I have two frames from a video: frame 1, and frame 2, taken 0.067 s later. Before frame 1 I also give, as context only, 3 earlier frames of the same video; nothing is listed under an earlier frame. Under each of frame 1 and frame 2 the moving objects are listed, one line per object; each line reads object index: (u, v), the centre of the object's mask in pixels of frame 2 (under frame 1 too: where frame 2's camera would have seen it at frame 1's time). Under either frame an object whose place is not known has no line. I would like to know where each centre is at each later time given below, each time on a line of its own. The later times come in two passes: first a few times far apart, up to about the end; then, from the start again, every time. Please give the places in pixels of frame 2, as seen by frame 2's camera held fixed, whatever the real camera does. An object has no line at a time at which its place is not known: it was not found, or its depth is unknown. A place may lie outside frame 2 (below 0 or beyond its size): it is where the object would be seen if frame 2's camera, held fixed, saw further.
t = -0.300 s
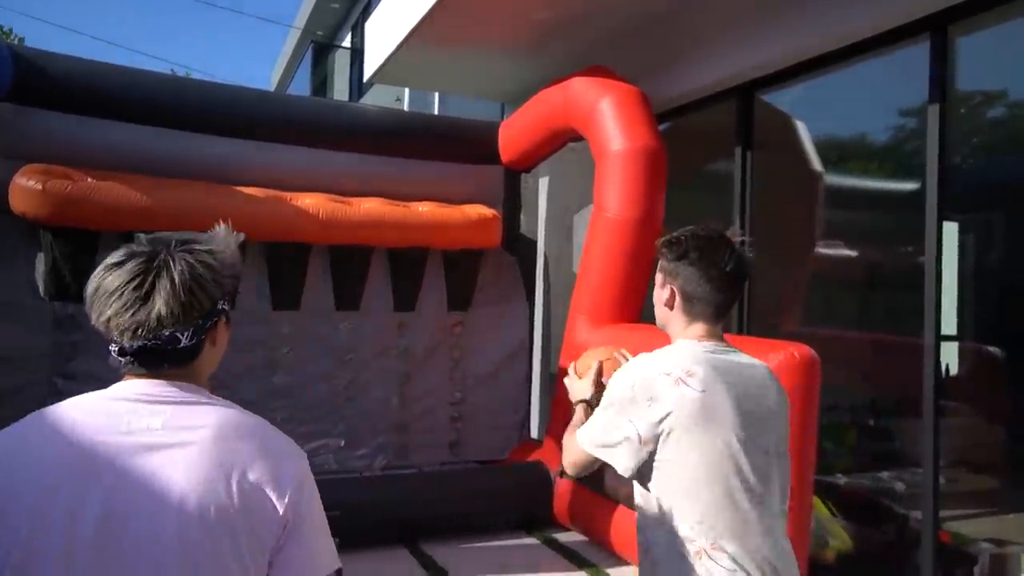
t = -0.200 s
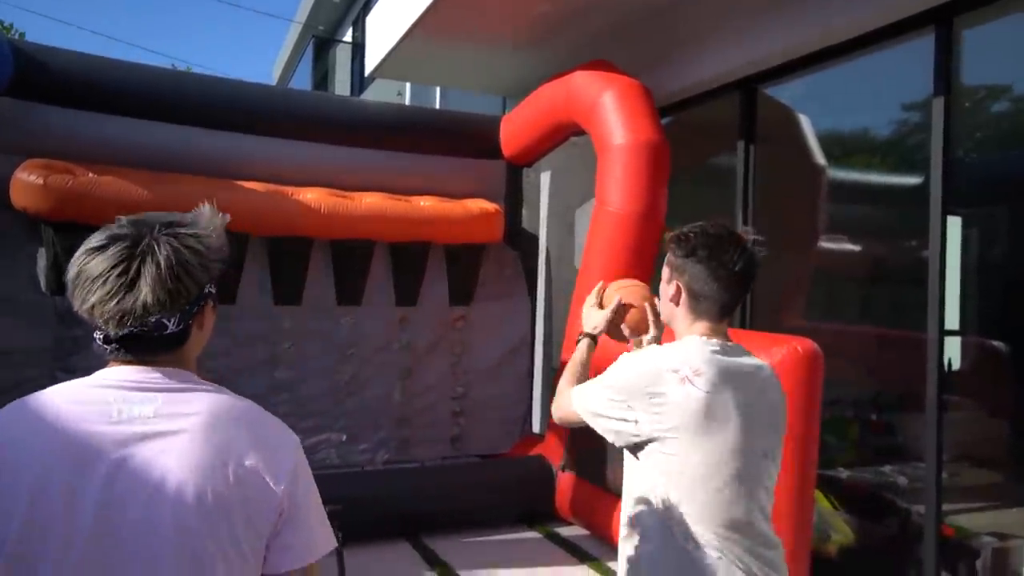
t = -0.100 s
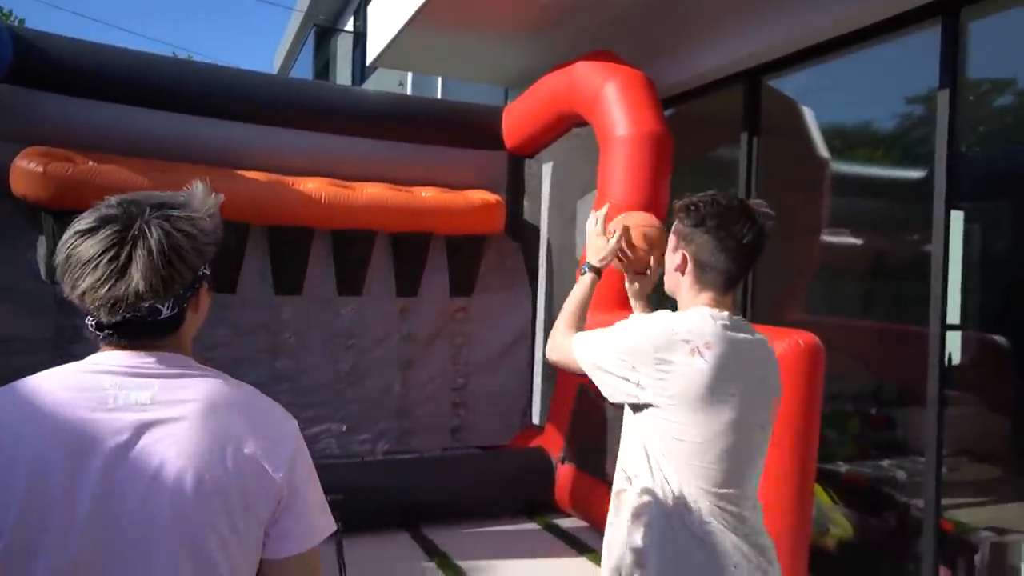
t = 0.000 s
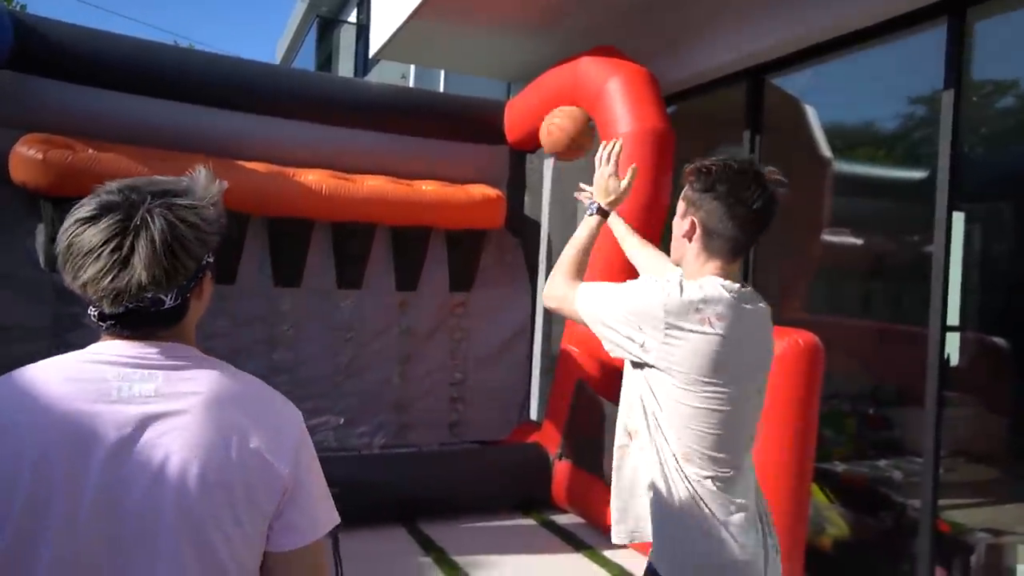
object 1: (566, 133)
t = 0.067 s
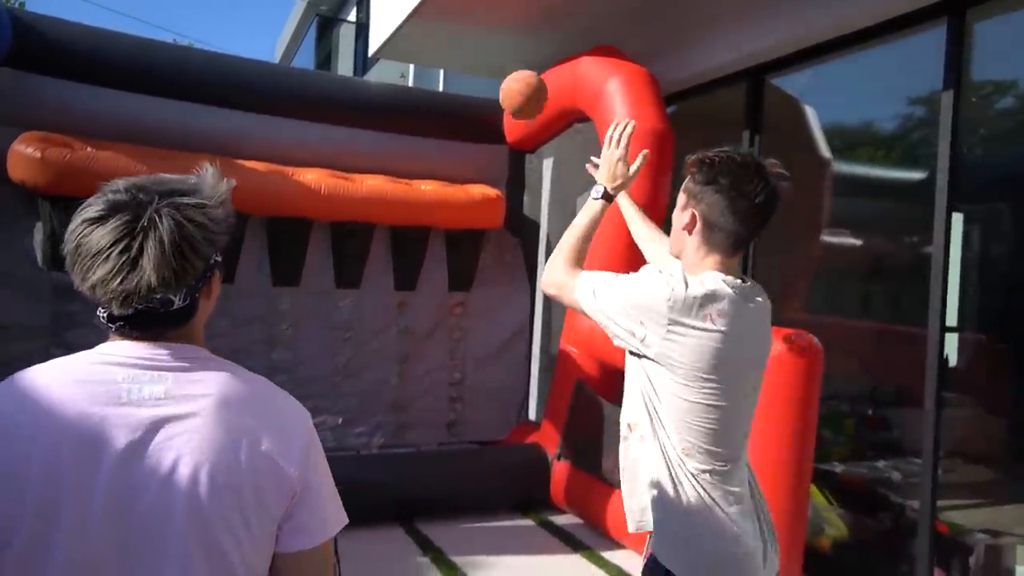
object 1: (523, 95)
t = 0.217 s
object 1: (454, 71)
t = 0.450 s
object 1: (388, 118)
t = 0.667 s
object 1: (352, 173)
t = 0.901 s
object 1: (359, 150)
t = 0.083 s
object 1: (514, 88)
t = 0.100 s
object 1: (504, 83)
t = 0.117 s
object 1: (497, 79)
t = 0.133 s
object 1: (489, 76)
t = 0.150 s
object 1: (481, 74)
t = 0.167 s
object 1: (474, 72)
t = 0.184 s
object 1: (467, 71)
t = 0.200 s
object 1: (460, 71)
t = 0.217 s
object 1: (454, 71)
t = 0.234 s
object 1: (448, 72)
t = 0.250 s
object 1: (442, 74)
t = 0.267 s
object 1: (435, 75)
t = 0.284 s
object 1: (431, 77)
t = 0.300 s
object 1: (426, 80)
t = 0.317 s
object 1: (421, 83)
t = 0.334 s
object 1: (416, 86)
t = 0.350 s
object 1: (412, 90)
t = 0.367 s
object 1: (407, 94)
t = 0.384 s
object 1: (404, 98)
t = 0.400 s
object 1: (399, 103)
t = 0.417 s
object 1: (395, 107)
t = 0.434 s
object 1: (391, 113)
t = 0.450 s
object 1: (388, 118)
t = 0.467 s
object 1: (384, 123)
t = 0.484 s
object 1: (381, 129)
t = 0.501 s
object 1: (377, 136)
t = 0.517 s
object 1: (373, 141)
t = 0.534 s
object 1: (370, 147)
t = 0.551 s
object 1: (368, 156)
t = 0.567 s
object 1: (364, 162)
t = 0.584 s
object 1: (362, 168)
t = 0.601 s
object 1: (358, 172)
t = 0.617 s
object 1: (356, 174)
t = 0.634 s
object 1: (355, 174)
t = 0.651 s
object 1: (354, 174)
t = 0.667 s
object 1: (352, 173)
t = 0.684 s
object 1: (351, 174)
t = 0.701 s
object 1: (351, 173)
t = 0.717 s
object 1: (351, 171)
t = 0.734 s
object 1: (352, 168)
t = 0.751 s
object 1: (355, 163)
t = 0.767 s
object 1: (356, 161)
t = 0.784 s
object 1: (357, 158)
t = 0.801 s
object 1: (357, 156)
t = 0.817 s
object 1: (357, 154)
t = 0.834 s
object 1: (358, 152)
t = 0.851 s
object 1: (358, 151)
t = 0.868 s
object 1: (359, 150)
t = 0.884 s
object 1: (359, 150)
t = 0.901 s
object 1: (359, 150)
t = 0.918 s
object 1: (360, 150)
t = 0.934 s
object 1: (360, 150)
